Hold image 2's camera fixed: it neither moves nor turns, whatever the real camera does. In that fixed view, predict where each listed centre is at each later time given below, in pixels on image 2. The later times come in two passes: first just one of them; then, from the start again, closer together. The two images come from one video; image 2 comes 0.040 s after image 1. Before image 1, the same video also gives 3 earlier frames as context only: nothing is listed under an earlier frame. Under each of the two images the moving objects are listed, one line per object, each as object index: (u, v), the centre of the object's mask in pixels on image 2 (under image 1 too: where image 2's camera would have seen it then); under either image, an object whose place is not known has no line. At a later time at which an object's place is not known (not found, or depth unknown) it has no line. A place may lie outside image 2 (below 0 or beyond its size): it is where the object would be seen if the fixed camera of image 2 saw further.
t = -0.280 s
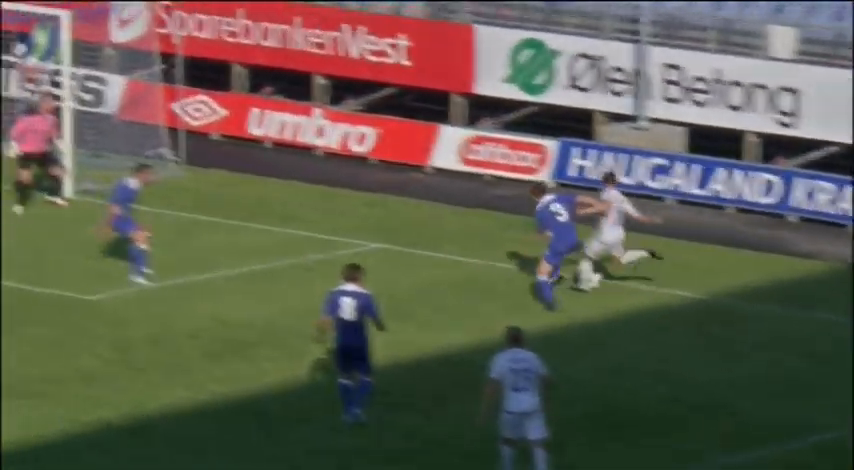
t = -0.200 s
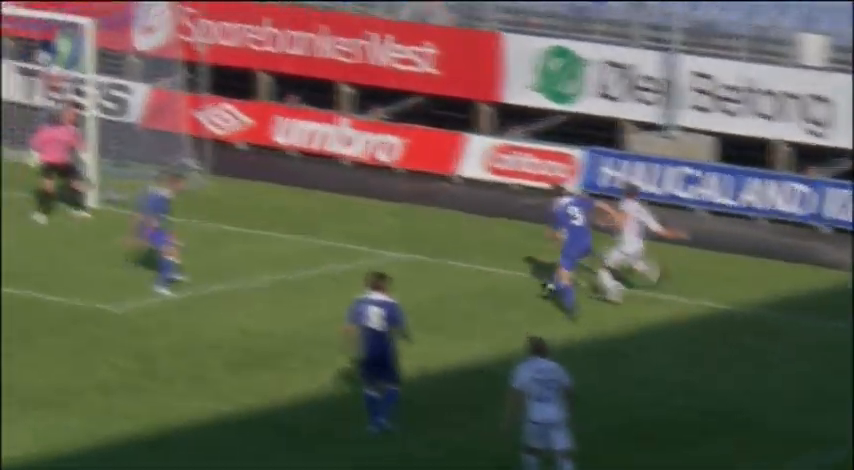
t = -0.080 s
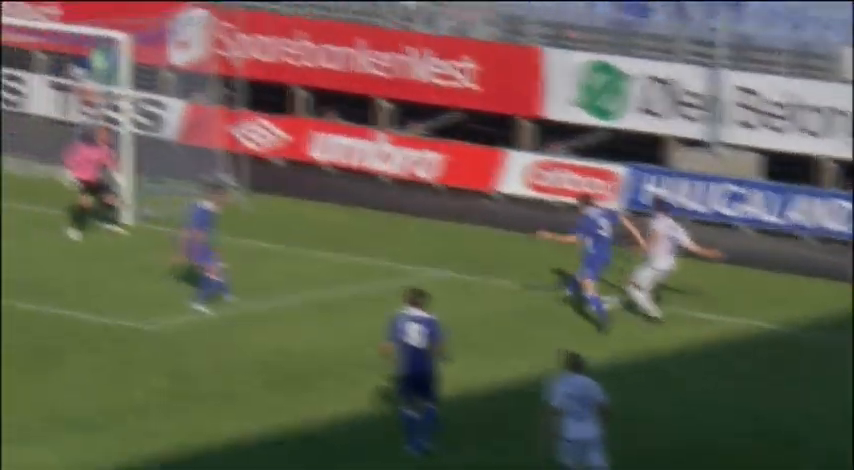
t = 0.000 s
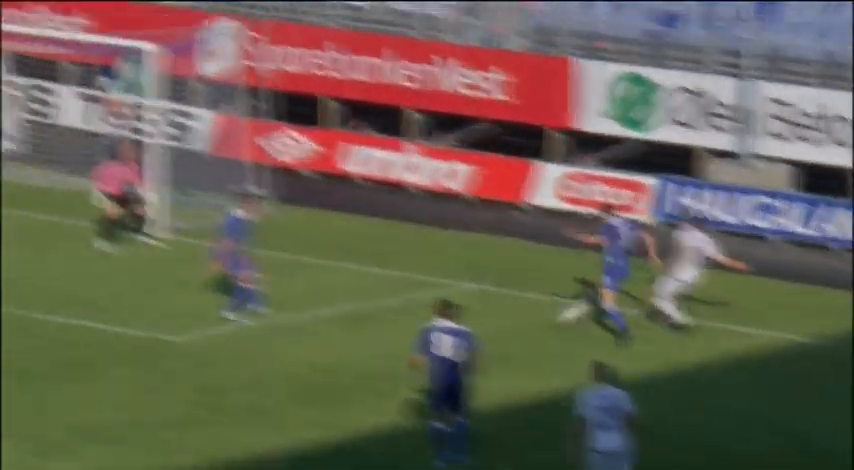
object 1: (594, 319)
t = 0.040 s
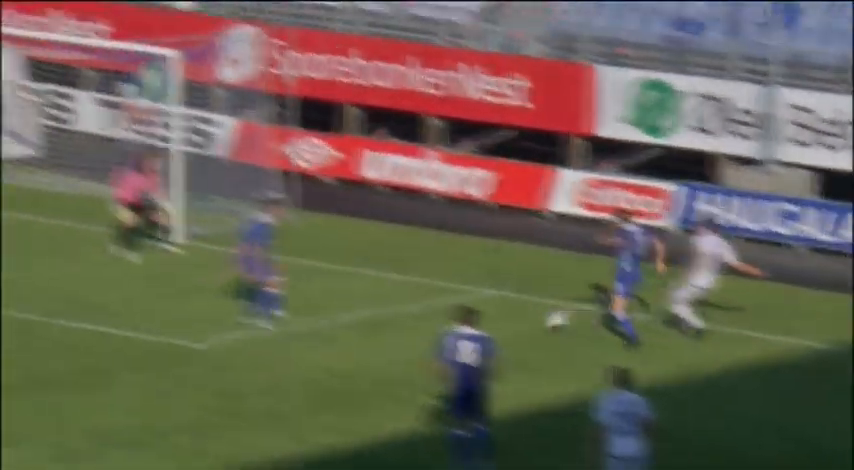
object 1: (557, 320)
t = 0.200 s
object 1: (434, 323)
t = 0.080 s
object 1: (527, 320)
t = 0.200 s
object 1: (434, 323)
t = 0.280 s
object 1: (375, 323)
